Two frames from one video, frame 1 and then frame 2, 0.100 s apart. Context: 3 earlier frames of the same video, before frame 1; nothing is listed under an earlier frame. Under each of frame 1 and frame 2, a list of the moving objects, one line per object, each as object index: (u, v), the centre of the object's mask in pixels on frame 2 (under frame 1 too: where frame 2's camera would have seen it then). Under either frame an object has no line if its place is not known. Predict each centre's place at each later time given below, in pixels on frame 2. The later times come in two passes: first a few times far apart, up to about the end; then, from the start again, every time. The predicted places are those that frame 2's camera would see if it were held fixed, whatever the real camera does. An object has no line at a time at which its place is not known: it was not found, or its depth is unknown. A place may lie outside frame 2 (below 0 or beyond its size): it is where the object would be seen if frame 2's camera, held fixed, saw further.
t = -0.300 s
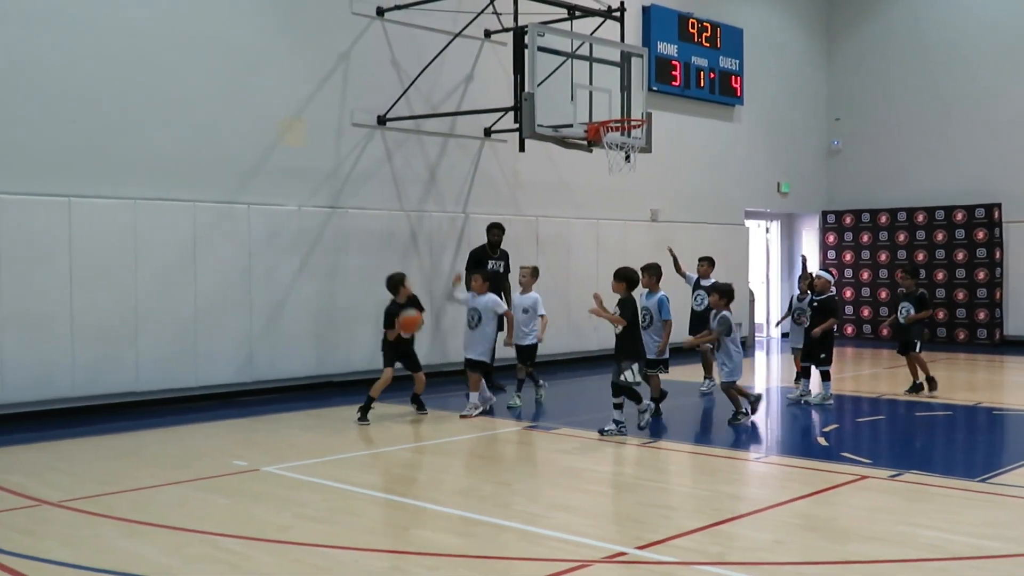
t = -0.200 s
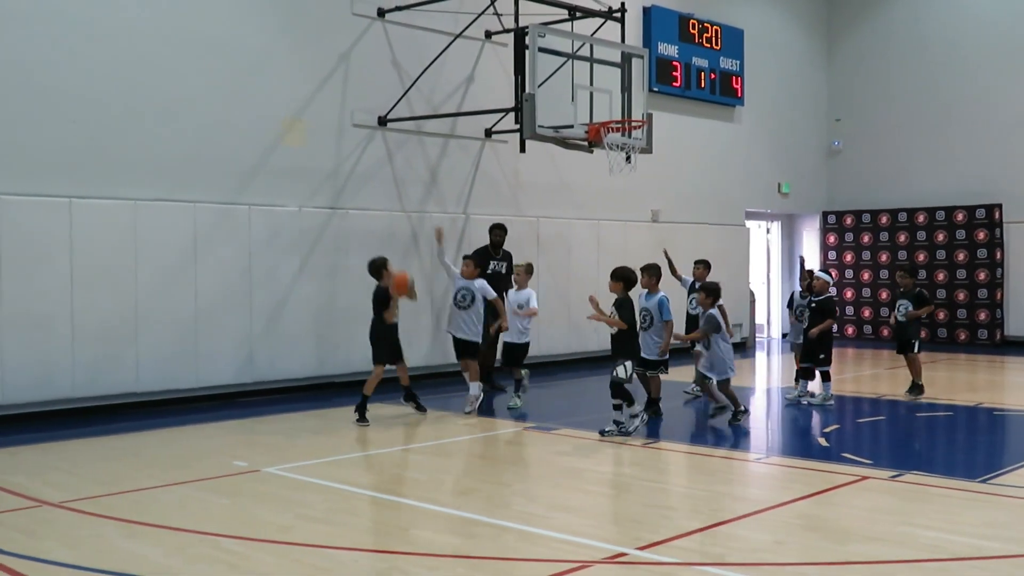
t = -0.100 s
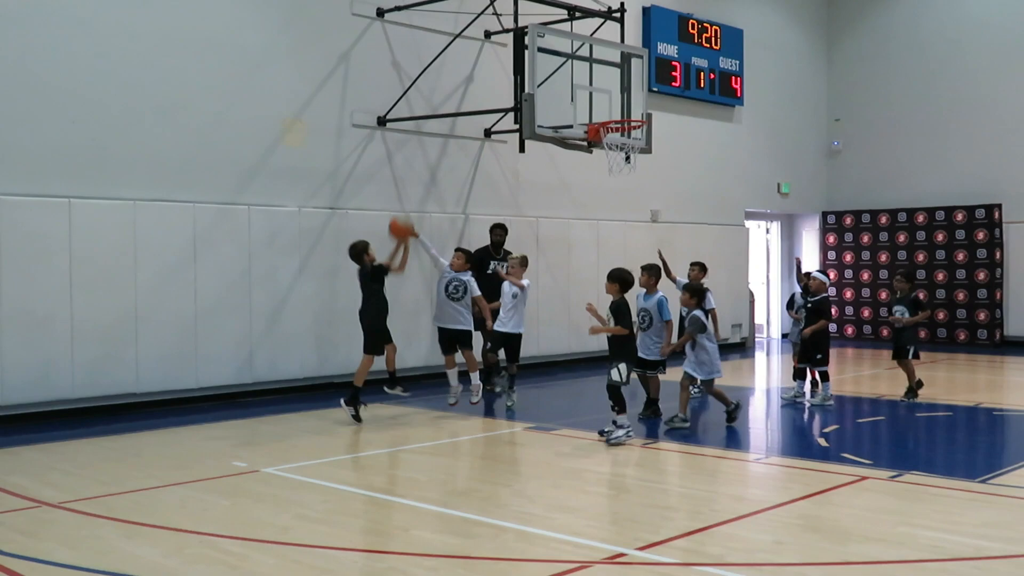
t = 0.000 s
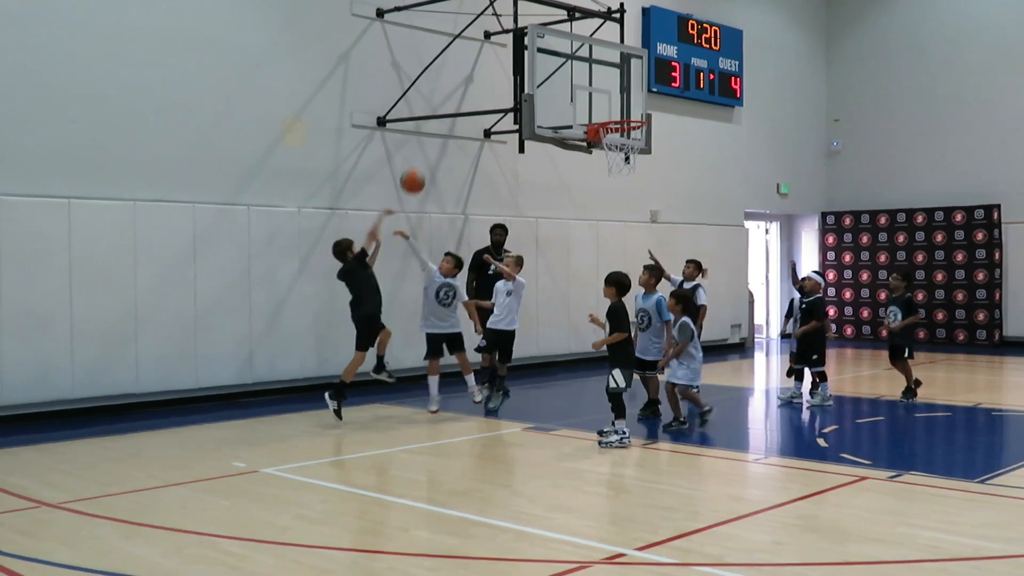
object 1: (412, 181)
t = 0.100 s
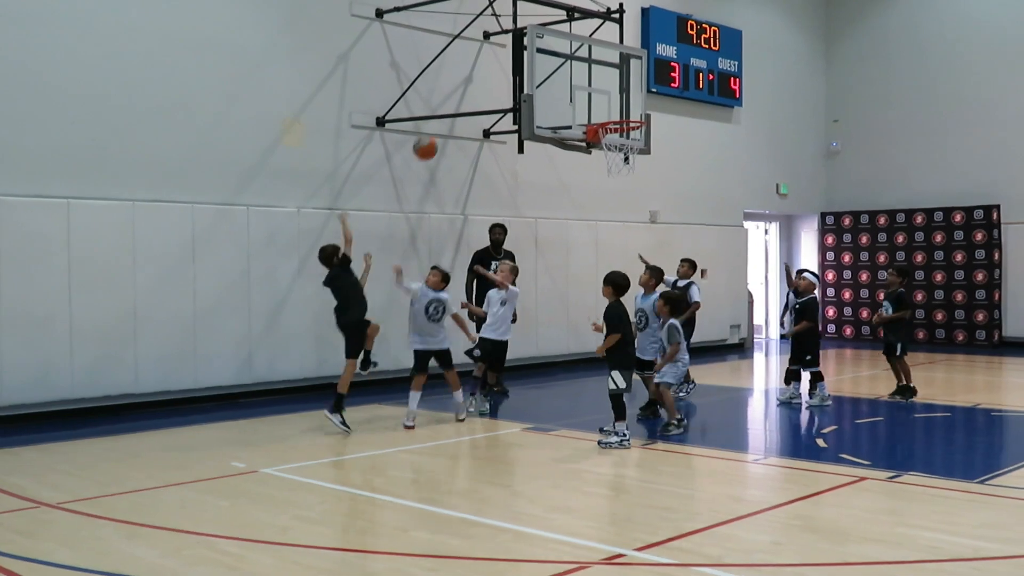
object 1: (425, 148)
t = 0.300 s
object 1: (451, 116)
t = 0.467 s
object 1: (471, 122)
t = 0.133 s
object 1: (429, 140)
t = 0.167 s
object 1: (434, 132)
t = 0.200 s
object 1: (439, 125)
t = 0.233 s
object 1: (443, 122)
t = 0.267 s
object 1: (447, 118)
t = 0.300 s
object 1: (451, 116)
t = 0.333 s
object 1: (455, 114)
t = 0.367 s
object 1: (459, 115)
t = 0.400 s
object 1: (463, 116)
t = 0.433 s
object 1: (467, 118)
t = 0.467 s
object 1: (471, 122)
